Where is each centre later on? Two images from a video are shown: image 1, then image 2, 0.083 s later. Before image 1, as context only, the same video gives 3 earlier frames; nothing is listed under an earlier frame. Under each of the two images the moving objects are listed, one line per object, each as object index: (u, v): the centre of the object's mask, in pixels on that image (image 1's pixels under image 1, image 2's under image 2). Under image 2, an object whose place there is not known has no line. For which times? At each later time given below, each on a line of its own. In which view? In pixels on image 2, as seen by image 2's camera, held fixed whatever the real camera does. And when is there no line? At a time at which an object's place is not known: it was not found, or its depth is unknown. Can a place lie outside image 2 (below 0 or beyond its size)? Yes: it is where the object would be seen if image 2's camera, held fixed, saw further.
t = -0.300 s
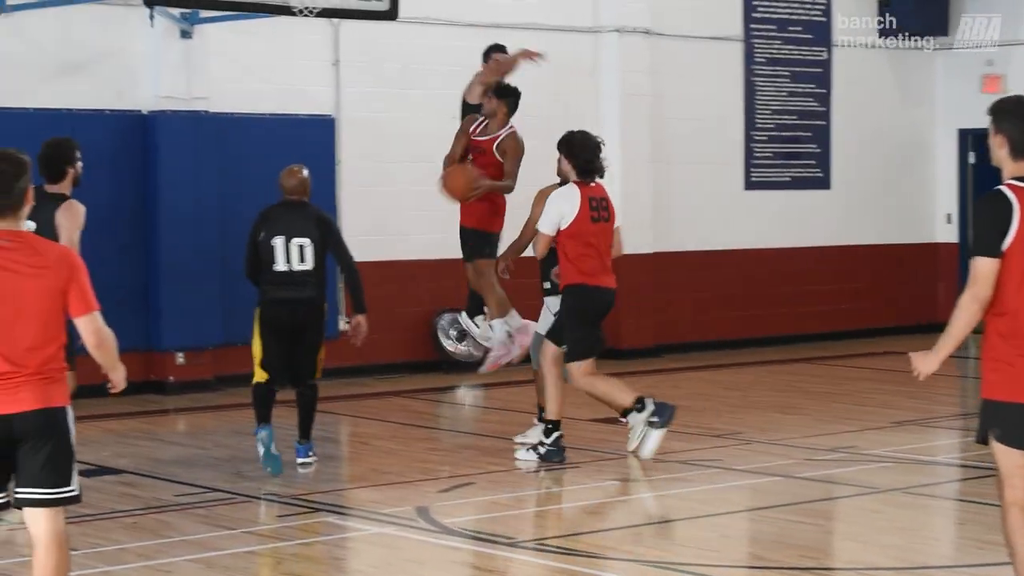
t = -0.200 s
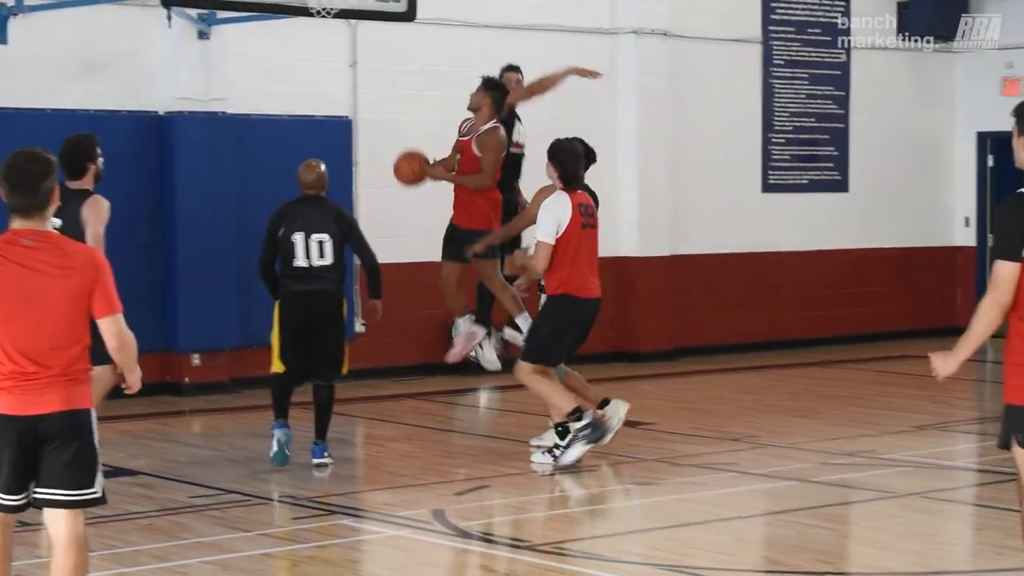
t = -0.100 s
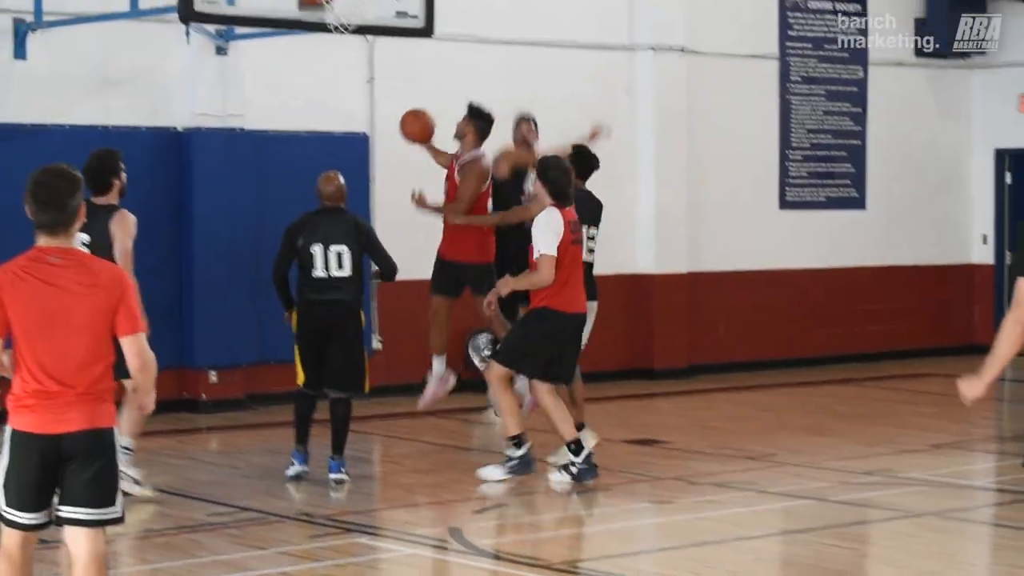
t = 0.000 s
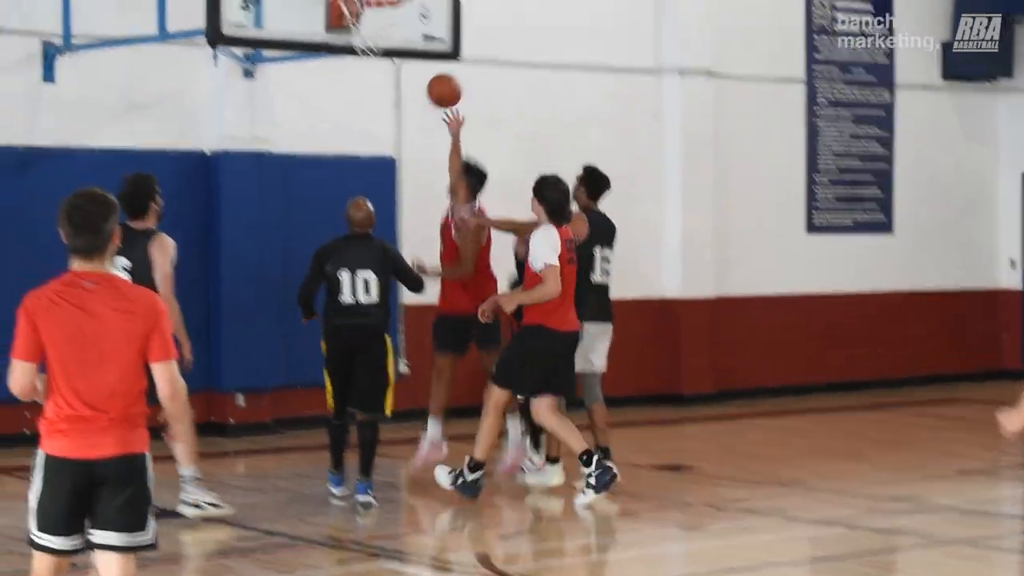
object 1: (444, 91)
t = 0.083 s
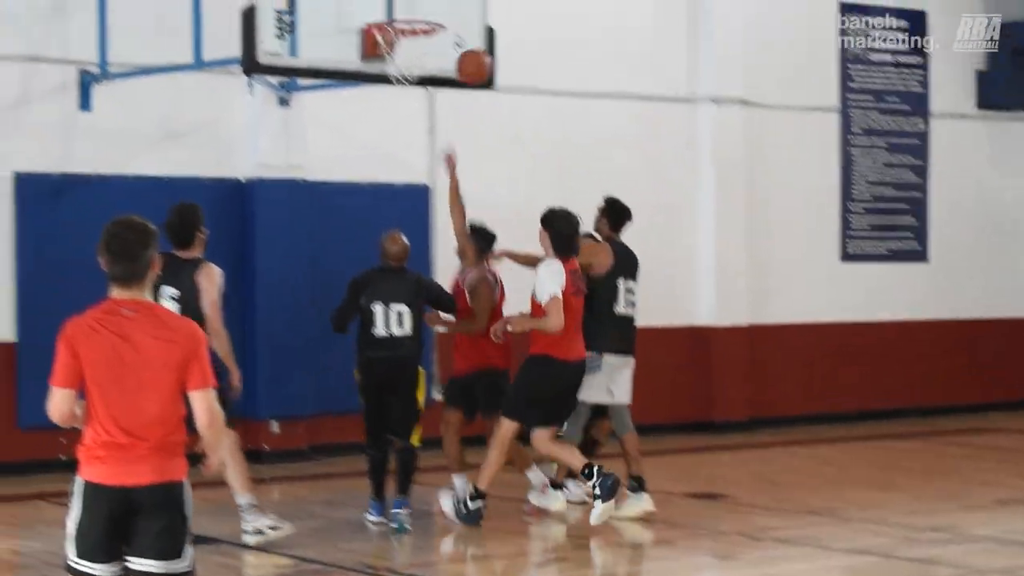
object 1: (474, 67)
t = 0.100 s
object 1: (473, 57)
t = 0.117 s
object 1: (472, 48)
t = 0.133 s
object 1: (472, 39)
